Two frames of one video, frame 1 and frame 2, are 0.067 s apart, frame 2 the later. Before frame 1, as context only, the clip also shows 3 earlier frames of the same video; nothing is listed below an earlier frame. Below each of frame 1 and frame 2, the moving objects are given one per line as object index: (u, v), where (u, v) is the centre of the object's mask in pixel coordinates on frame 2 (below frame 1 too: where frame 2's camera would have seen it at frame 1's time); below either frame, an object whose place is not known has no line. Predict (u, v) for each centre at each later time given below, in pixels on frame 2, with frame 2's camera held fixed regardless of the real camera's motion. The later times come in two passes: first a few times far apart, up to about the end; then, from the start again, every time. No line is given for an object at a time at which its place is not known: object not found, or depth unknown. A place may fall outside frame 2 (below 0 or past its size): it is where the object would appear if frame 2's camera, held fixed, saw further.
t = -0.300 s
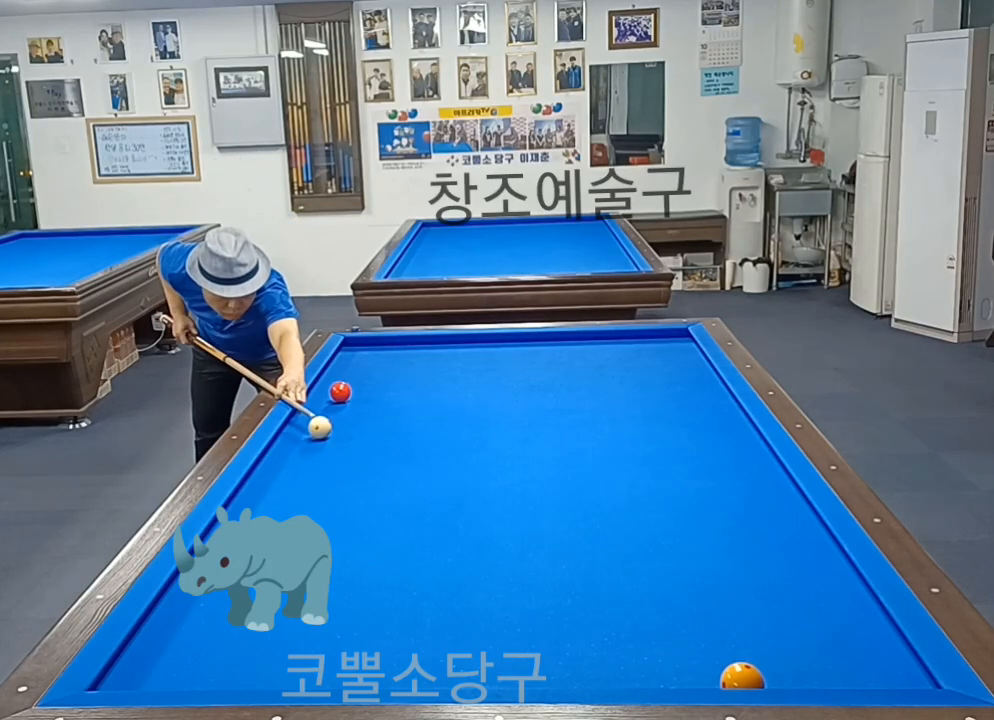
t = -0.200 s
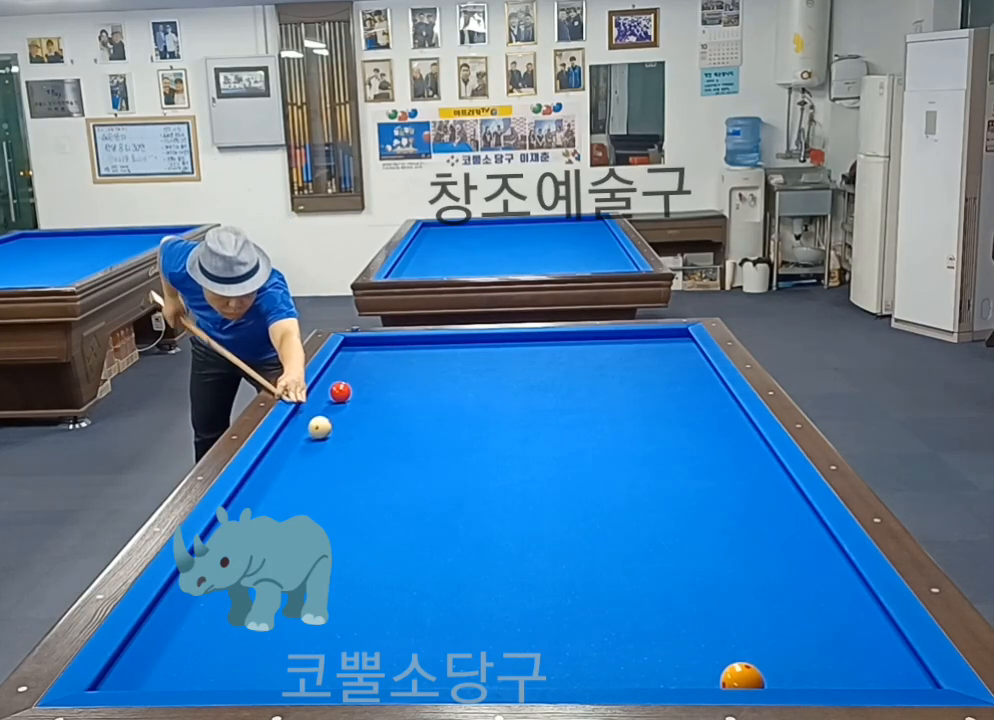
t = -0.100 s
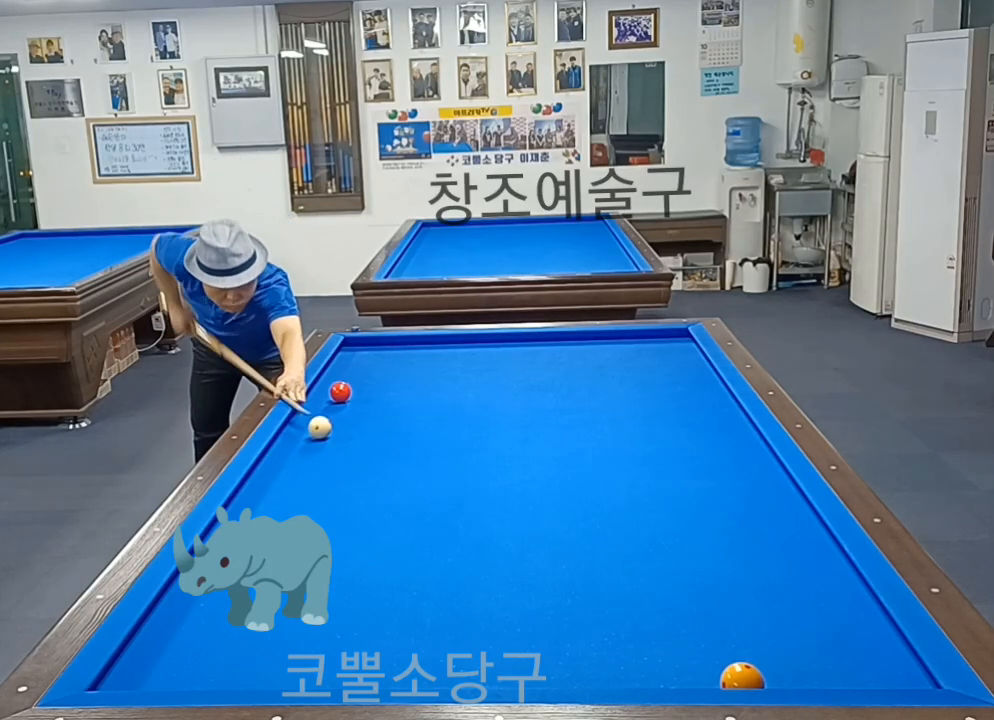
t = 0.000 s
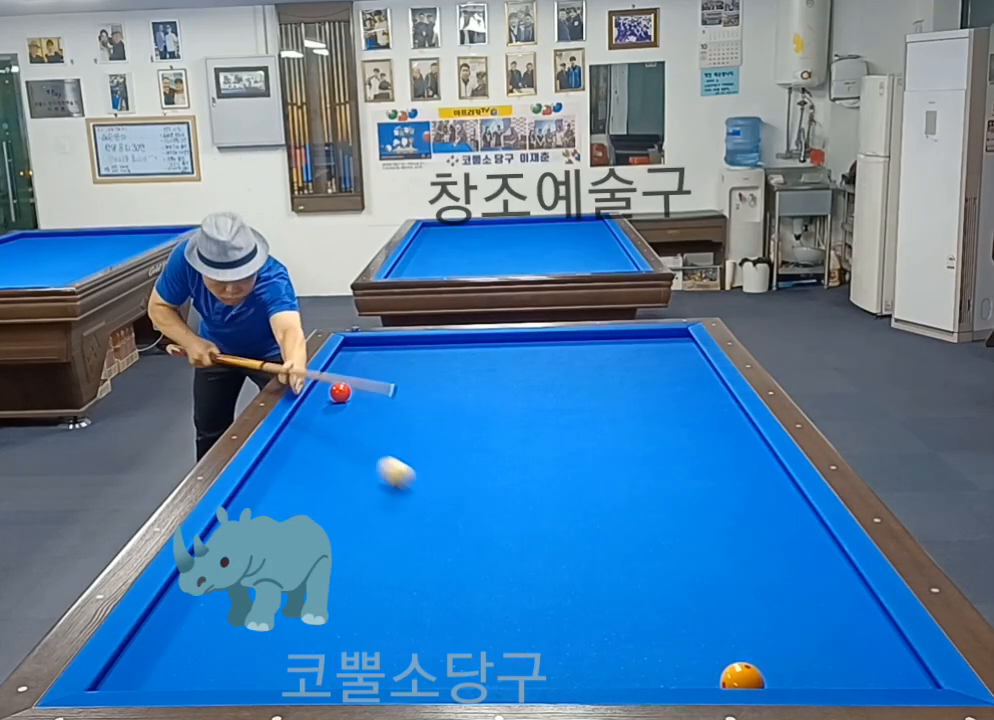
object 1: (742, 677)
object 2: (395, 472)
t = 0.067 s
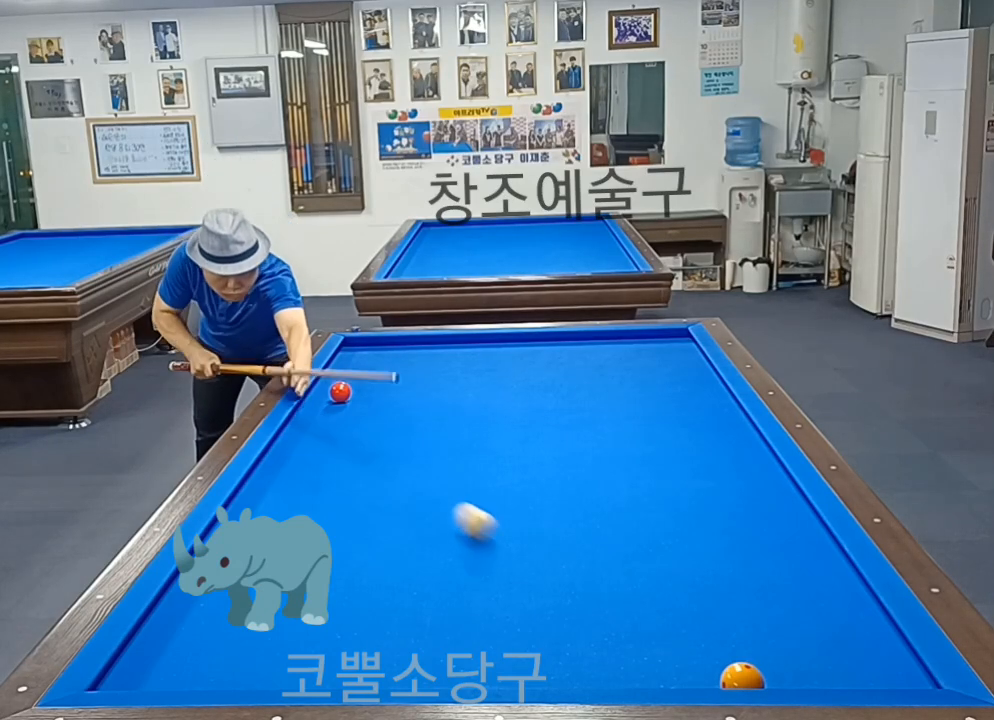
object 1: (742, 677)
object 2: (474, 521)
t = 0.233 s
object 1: (784, 648)
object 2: (698, 672)
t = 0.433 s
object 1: (724, 519)
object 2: (668, 658)
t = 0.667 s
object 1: (565, 444)
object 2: (680, 650)
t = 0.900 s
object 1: (472, 400)
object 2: (744, 669)
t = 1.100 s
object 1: (412, 371)
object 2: (830, 669)
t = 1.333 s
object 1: (357, 344)
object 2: (864, 645)
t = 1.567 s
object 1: (385, 355)
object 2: (791, 615)
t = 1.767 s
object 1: (414, 367)
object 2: (737, 592)
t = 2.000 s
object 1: (446, 380)
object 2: (682, 568)
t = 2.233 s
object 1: (482, 395)
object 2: (632, 546)
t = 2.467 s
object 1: (522, 412)
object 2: (588, 528)
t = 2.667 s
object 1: (559, 427)
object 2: (554, 514)
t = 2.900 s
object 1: (608, 448)
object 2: (519, 499)
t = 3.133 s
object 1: (662, 470)
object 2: (486, 486)
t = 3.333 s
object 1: (714, 492)
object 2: (460, 475)
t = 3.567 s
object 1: (784, 521)
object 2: (433, 463)
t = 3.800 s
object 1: (805, 551)
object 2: (407, 453)
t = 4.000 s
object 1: (796, 576)
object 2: (388, 445)
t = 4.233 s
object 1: (783, 609)
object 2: (366, 436)
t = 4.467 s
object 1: (769, 646)
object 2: (346, 428)
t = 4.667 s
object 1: (756, 675)
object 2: (330, 421)
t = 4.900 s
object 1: (730, 663)
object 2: (313, 414)
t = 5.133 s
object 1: (706, 642)
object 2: (310, 408)
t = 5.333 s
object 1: (687, 625)
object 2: (321, 404)
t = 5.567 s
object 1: (667, 608)
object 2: (333, 399)
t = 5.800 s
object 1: (648, 593)
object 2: (344, 396)
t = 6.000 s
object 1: (634, 581)
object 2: (352, 396)
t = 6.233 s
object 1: (619, 568)
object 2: (361, 394)
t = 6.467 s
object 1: (605, 556)
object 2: (369, 394)
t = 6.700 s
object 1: (592, 546)
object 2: (377, 393)
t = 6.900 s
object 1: (582, 538)
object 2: (383, 392)
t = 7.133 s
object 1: (571, 529)
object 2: (389, 391)
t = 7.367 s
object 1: (561, 521)
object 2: (395, 390)
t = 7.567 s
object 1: (553, 514)
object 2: (399, 389)
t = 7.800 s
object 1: (544, 507)
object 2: (404, 389)
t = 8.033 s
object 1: (536, 501)
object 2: (408, 388)
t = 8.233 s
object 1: (530, 496)
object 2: (411, 388)
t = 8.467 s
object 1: (524, 490)
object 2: (413, 388)
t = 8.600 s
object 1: (521, 488)
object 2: (415, 388)
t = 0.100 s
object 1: (742, 677)
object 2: (522, 552)
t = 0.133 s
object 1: (742, 677)
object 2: (579, 587)
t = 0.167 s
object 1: (742, 677)
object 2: (647, 629)
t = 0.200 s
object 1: (756, 673)
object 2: (706, 668)
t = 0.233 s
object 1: (784, 648)
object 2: (698, 672)
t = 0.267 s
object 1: (810, 618)
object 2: (691, 676)
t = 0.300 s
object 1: (832, 592)
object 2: (683, 673)
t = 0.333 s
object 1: (832, 568)
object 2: (678, 670)
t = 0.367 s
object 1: (792, 550)
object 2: (674, 666)
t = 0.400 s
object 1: (756, 534)
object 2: (670, 662)
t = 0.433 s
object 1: (724, 519)
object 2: (668, 658)
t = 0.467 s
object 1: (694, 505)
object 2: (667, 655)
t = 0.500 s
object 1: (668, 493)
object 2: (667, 653)
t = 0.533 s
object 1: (644, 481)
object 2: (667, 651)
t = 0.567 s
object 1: (621, 471)
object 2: (669, 650)
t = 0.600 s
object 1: (601, 461)
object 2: (672, 649)
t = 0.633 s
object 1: (582, 452)
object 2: (675, 649)
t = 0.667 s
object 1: (565, 444)
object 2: (680, 650)
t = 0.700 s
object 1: (549, 437)
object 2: (686, 651)
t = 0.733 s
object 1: (534, 430)
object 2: (693, 653)
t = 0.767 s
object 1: (521, 423)
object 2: (701, 655)
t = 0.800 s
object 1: (508, 417)
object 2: (710, 659)
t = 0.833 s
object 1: (496, 411)
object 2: (720, 662)
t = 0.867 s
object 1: (484, 405)
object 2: (731, 666)
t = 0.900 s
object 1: (472, 400)
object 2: (744, 669)
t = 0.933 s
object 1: (461, 394)
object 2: (757, 673)
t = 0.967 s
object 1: (451, 389)
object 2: (772, 676)
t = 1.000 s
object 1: (440, 385)
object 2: (787, 675)
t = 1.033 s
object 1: (431, 380)
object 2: (801, 673)
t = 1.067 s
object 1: (421, 376)
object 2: (816, 671)
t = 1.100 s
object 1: (412, 371)
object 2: (830, 669)
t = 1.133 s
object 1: (404, 367)
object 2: (845, 667)
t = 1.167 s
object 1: (395, 363)
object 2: (859, 664)
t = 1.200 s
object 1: (387, 359)
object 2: (873, 661)
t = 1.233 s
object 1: (379, 355)
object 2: (887, 658)
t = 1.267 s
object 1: (371, 351)
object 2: (894, 655)
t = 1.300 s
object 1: (364, 348)
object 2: (878, 650)
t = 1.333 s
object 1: (357, 344)
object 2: (864, 645)
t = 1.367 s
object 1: (351, 341)
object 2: (852, 641)
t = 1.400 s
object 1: (356, 343)
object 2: (841, 636)
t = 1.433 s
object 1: (362, 346)
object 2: (831, 632)
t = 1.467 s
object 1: (369, 348)
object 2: (820, 627)
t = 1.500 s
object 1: (374, 350)
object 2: (811, 623)
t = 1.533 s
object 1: (380, 353)
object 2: (801, 619)
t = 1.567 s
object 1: (385, 355)
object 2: (791, 615)
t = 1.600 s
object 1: (391, 357)
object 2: (782, 611)
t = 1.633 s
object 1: (396, 359)
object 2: (773, 607)
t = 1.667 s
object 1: (401, 361)
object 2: (764, 603)
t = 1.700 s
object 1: (405, 363)
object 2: (755, 599)
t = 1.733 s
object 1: (409, 365)
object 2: (746, 595)
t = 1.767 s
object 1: (414, 367)
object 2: (737, 592)
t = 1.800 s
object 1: (419, 369)
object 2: (729, 588)
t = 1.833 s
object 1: (423, 371)
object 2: (721, 584)
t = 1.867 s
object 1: (428, 372)
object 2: (713, 581)
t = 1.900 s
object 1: (432, 375)
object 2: (705, 578)
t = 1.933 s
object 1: (437, 376)
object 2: (697, 574)
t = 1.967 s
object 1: (442, 378)
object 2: (689, 571)
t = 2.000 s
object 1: (446, 380)
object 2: (682, 568)
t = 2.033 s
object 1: (451, 382)
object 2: (675, 565)
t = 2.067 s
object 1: (456, 385)
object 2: (667, 562)
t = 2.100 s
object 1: (461, 387)
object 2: (660, 558)
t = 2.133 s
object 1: (467, 389)
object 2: (653, 555)
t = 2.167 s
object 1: (472, 391)
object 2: (646, 553)
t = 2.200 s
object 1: (477, 393)
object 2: (639, 549)
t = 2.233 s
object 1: (482, 395)
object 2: (632, 546)
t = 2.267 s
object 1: (488, 397)
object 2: (626, 544)
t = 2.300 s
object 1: (493, 400)
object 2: (619, 541)
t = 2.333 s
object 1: (499, 402)
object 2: (613, 539)
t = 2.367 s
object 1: (504, 404)
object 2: (607, 536)
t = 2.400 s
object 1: (510, 407)
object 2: (600, 533)
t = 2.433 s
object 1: (516, 409)
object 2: (595, 531)
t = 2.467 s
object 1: (522, 412)
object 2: (588, 528)
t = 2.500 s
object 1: (528, 414)
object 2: (582, 526)
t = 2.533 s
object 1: (534, 417)
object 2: (577, 524)
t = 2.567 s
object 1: (540, 419)
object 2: (571, 521)
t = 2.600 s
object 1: (546, 422)
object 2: (565, 518)
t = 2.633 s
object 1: (553, 425)
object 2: (560, 516)
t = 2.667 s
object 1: (559, 427)
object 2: (554, 514)
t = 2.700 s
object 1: (566, 430)
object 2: (549, 512)
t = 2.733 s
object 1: (573, 433)
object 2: (544, 510)
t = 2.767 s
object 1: (579, 436)
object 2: (539, 508)
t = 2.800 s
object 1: (587, 438)
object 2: (533, 506)
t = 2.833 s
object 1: (593, 441)
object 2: (528, 503)
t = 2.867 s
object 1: (600, 444)
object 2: (523, 501)
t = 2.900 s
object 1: (608, 448)
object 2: (519, 499)
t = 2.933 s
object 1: (615, 451)
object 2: (514, 497)
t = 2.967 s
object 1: (622, 454)
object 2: (509, 495)
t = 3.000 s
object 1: (630, 456)
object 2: (504, 493)
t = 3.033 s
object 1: (638, 460)
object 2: (499, 491)
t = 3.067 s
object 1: (646, 464)
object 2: (495, 489)
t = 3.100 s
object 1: (654, 467)
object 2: (490, 487)
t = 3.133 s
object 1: (662, 470)
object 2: (486, 486)
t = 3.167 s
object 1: (670, 474)
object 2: (481, 484)
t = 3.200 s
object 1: (679, 477)
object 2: (477, 482)
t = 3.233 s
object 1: (687, 481)
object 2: (473, 480)
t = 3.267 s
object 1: (696, 485)
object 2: (469, 479)
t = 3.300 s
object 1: (705, 488)
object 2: (464, 477)
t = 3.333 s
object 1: (714, 492)
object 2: (460, 475)
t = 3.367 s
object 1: (723, 496)
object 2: (456, 473)
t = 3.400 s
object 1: (733, 500)
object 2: (452, 471)
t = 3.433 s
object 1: (743, 504)
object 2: (448, 470)
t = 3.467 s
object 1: (753, 508)
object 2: (444, 468)
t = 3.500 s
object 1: (763, 513)
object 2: (440, 466)
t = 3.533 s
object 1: (773, 517)
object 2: (436, 465)
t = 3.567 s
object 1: (784, 521)
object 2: (433, 463)
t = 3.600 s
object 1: (795, 526)
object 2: (429, 462)
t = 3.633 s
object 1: (806, 530)
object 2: (425, 460)
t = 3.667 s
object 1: (815, 535)
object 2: (422, 459)
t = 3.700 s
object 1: (812, 539)
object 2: (418, 457)
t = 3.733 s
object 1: (809, 543)
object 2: (414, 456)
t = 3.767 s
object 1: (807, 547)
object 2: (411, 454)
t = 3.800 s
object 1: (805, 551)
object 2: (407, 453)
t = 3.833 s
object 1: (804, 555)
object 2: (404, 452)
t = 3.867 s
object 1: (802, 559)
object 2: (401, 450)
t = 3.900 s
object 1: (801, 563)
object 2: (398, 449)
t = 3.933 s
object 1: (799, 568)
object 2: (394, 447)
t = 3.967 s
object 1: (797, 572)
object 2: (391, 446)
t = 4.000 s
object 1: (796, 576)
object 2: (388, 445)
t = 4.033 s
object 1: (794, 581)
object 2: (384, 443)
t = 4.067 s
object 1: (792, 585)
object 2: (381, 442)
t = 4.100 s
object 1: (790, 590)
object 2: (378, 441)
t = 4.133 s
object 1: (789, 595)
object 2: (375, 440)
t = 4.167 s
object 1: (787, 600)
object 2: (372, 438)
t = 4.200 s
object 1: (785, 604)
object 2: (369, 437)
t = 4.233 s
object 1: (783, 609)
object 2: (366, 436)
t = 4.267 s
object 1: (781, 614)
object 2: (363, 435)
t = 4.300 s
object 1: (779, 620)
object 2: (360, 433)
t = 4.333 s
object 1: (777, 625)
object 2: (357, 432)
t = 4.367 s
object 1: (775, 630)
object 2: (354, 431)
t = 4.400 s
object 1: (773, 635)
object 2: (351, 430)
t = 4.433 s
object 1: (771, 641)
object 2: (349, 429)
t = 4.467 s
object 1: (769, 646)
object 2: (346, 428)
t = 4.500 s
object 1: (767, 652)
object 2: (343, 427)
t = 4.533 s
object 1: (765, 658)
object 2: (340, 425)
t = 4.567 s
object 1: (763, 664)
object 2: (338, 424)
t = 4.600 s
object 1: (761, 668)
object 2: (335, 423)
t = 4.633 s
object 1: (758, 672)
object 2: (333, 422)
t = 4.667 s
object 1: (756, 675)
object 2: (330, 421)
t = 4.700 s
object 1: (753, 677)
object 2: (328, 420)
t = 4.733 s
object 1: (749, 675)
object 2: (325, 419)
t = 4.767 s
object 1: (745, 672)
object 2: (322, 418)
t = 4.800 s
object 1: (741, 671)
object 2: (320, 417)
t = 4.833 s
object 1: (737, 669)
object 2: (318, 416)
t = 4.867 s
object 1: (733, 666)
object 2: (315, 415)
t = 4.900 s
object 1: (730, 663)
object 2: (313, 414)
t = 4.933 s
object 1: (726, 659)
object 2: (310, 413)
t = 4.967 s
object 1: (722, 656)
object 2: (308, 412)
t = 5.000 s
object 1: (719, 653)
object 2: (306, 411)
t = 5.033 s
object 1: (716, 650)
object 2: (304, 410)
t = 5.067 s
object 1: (712, 648)
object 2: (306, 409)
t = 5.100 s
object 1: (709, 645)
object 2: (308, 409)
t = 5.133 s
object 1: (706, 642)
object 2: (310, 408)
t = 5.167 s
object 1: (702, 639)
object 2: (312, 407)
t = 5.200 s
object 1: (699, 636)
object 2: (313, 407)
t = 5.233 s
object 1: (696, 634)
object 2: (315, 406)
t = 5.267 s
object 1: (693, 631)
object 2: (317, 405)
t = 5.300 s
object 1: (690, 628)
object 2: (319, 405)
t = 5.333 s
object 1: (687, 625)
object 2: (321, 404)
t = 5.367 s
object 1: (684, 623)
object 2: (322, 403)
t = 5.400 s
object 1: (681, 620)
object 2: (324, 403)
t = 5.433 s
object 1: (678, 618)
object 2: (326, 402)
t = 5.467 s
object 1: (675, 615)
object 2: (328, 401)
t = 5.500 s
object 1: (672, 613)
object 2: (329, 401)
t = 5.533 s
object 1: (669, 611)
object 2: (331, 400)
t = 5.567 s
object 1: (667, 608)
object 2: (333, 399)
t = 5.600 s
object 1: (664, 606)
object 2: (335, 399)
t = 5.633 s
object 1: (662, 604)
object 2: (336, 398)
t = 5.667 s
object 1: (659, 601)
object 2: (338, 397)
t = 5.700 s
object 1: (656, 599)
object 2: (340, 396)
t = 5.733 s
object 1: (654, 597)
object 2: (341, 396)
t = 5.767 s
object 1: (651, 595)
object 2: (342, 396)
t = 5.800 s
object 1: (648, 593)
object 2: (344, 396)
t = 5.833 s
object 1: (646, 591)
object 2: (345, 396)
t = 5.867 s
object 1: (644, 589)
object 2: (347, 396)
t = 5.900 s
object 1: (641, 587)
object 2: (348, 396)
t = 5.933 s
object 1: (639, 585)
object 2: (349, 396)
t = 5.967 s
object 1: (637, 583)
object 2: (351, 396)
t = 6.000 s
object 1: (634, 581)
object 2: (352, 396)
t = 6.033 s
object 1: (632, 579)
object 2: (353, 395)
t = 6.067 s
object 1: (630, 577)
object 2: (355, 395)
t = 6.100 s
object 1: (628, 575)
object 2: (356, 395)
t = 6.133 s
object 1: (626, 573)
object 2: (357, 395)
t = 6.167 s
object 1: (623, 571)
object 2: (359, 395)
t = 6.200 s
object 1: (621, 569)
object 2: (360, 395)
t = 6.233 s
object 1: (619, 568)
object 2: (361, 394)
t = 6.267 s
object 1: (617, 566)
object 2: (362, 394)
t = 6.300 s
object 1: (615, 564)
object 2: (364, 394)
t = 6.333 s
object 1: (613, 563)
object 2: (365, 394)
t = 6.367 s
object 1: (611, 560)
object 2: (366, 394)
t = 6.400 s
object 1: (609, 559)
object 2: (367, 394)
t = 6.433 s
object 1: (607, 558)
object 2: (368, 394)
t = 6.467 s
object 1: (605, 556)
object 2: (369, 394)
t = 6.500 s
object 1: (603, 555)
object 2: (370, 393)
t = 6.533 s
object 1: (601, 553)
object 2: (372, 393)
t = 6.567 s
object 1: (599, 551)
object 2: (373, 393)
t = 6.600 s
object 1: (597, 550)
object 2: (374, 393)
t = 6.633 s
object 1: (596, 549)
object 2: (375, 393)
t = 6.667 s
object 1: (594, 547)
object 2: (376, 393)
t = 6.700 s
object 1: (592, 546)
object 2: (377, 393)
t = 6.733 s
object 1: (590, 544)
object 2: (378, 392)
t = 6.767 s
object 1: (589, 543)
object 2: (379, 392)
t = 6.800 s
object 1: (587, 541)
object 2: (380, 392)
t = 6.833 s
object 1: (585, 540)
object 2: (381, 392)
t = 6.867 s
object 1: (584, 539)
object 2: (382, 392)
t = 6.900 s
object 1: (582, 538)
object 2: (383, 392)
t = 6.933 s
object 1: (580, 536)
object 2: (384, 392)
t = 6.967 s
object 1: (579, 535)
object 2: (384, 392)
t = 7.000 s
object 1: (577, 534)
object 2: (385, 391)
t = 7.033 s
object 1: (575, 532)
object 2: (386, 391)
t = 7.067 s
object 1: (574, 531)
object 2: (387, 391)
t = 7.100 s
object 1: (572, 530)
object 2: (388, 391)
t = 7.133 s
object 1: (571, 529)
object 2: (389, 391)
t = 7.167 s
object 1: (569, 527)
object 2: (390, 391)
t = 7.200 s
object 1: (568, 526)
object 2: (391, 390)
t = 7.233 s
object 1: (566, 525)
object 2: (392, 390)
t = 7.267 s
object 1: (565, 524)
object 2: (393, 390)
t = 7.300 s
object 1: (563, 523)
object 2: (393, 390)
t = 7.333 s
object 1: (562, 522)
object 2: (394, 390)
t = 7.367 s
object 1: (561, 521)
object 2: (395, 390)
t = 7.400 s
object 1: (559, 519)
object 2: (396, 390)
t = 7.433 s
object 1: (558, 518)
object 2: (397, 390)
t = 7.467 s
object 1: (557, 517)
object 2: (397, 390)
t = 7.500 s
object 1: (555, 516)
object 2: (398, 390)
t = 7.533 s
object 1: (554, 515)
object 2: (399, 389)
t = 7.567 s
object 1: (553, 514)
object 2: (399, 389)
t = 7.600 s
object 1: (551, 513)
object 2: (400, 389)
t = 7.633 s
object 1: (550, 512)
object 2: (401, 389)
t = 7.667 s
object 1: (549, 511)
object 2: (401, 389)
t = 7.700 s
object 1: (548, 510)
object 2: (402, 389)
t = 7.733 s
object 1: (547, 509)
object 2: (403, 389)
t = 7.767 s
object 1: (545, 508)
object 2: (403, 389)
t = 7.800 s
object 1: (544, 507)
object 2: (404, 389)
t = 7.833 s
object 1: (543, 506)
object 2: (405, 388)
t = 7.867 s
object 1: (542, 505)
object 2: (405, 389)
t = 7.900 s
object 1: (541, 504)
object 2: (406, 388)
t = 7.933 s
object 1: (540, 503)
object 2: (406, 388)
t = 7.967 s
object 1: (538, 503)
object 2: (407, 388)
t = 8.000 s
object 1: (538, 502)
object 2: (407, 388)
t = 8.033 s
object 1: (536, 501)
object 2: (408, 388)
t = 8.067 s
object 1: (535, 500)
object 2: (408, 388)
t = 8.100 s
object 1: (535, 499)
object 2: (409, 388)
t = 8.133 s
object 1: (534, 498)
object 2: (409, 388)
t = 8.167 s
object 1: (532, 498)
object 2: (410, 388)
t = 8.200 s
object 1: (532, 497)
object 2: (410, 388)
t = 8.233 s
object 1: (530, 496)
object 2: (411, 388)
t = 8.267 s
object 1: (529, 495)
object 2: (411, 388)
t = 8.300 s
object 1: (528, 494)
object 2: (412, 388)
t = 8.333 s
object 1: (528, 493)
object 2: (412, 388)
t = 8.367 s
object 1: (527, 493)
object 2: (412, 388)
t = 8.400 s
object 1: (526, 492)
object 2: (413, 388)
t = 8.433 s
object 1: (525, 491)
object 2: (413, 388)
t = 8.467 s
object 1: (524, 490)
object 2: (413, 388)
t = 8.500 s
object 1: (523, 490)
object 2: (414, 388)
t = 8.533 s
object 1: (522, 489)
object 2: (414, 388)
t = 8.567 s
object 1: (522, 488)
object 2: (414, 388)
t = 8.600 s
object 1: (521, 488)
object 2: (415, 388)
